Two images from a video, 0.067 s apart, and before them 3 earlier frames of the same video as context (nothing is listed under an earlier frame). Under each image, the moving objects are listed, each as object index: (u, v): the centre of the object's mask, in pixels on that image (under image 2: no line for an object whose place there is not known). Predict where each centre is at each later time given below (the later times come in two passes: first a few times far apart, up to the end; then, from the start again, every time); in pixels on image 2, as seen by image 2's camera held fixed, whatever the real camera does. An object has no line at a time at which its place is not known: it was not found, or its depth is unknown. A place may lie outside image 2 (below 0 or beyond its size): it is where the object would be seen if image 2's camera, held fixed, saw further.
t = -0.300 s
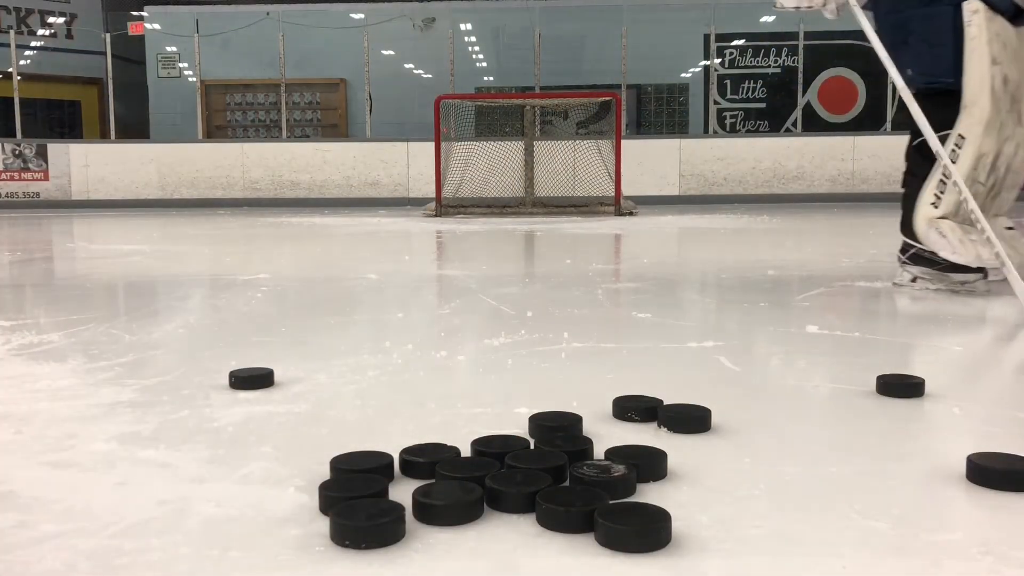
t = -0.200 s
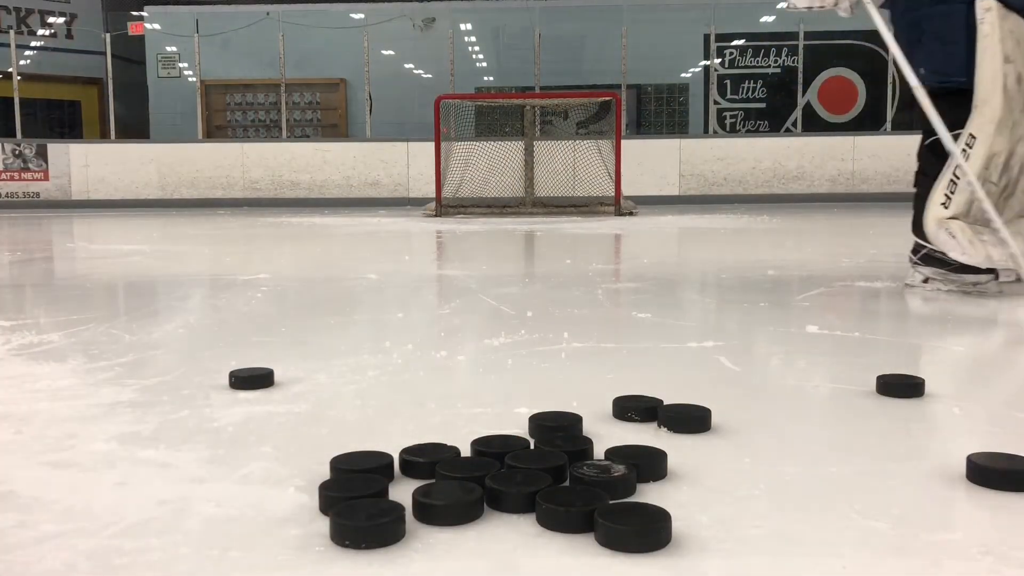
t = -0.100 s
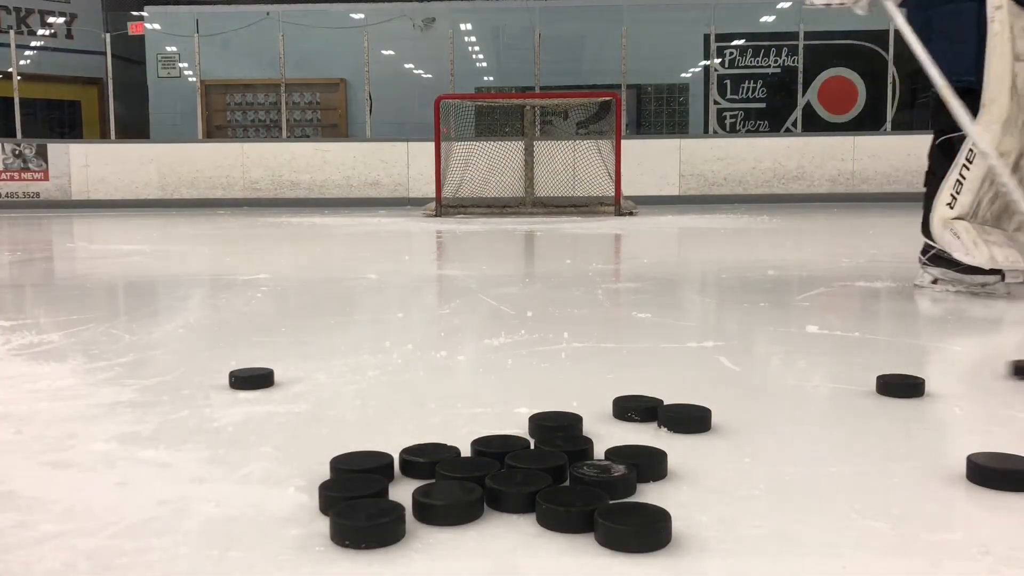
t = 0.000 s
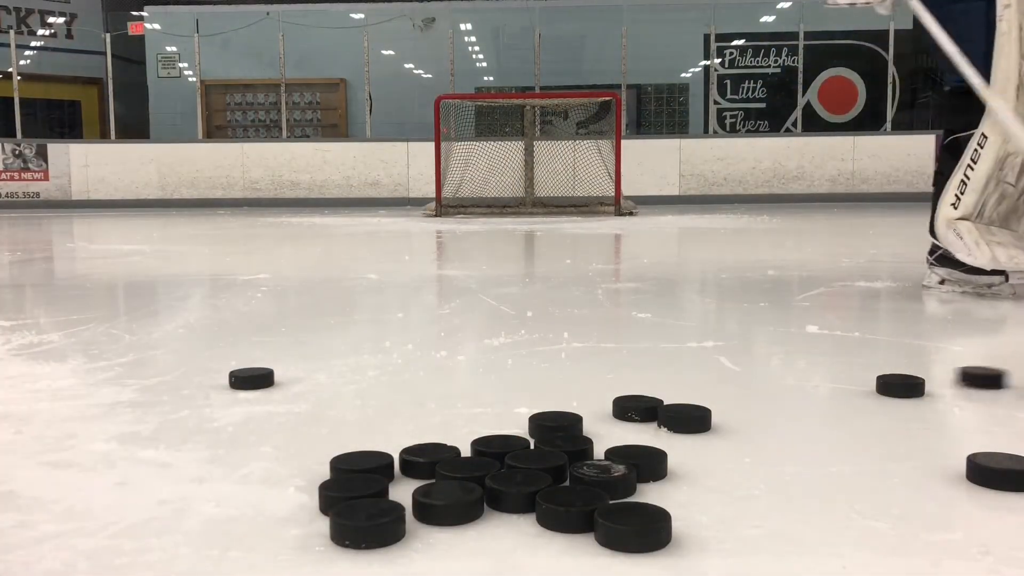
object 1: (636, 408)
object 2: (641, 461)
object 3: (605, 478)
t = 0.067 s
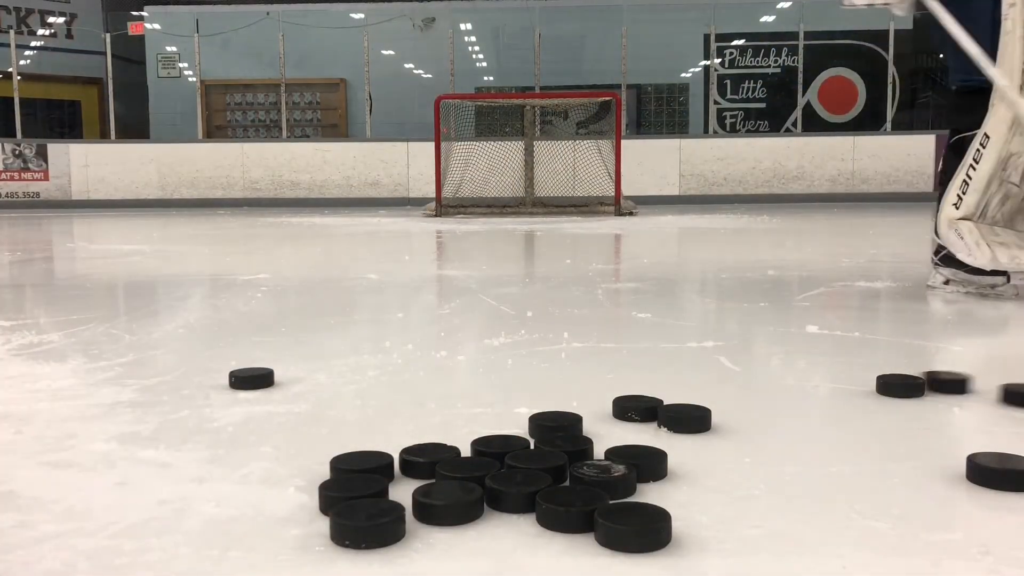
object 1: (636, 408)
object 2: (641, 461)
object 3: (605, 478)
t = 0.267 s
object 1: (636, 408)
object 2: (641, 461)
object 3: (605, 478)
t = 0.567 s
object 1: (636, 408)
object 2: (641, 461)
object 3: (605, 478)
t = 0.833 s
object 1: (628, 409)
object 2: (641, 461)
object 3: (605, 478)
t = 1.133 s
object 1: (624, 410)
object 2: (621, 461)
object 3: (588, 479)
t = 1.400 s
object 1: (624, 410)
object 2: (618, 458)
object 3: (588, 479)
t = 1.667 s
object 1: (624, 410)
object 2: (619, 457)
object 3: (588, 478)
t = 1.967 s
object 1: (624, 410)
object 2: (618, 457)
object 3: (588, 479)
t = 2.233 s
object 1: (624, 410)
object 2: (619, 457)
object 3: (588, 478)
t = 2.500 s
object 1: (624, 410)
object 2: (618, 457)
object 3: (588, 478)
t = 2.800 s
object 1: (624, 410)
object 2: (619, 457)
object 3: (588, 479)
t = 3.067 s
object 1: (624, 410)
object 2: (619, 457)
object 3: (588, 478)
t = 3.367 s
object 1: (624, 410)
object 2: (619, 457)
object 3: (588, 478)
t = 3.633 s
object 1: (624, 410)
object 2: (619, 457)
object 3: (588, 478)
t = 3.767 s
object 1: (624, 410)
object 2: (619, 457)
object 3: (588, 478)
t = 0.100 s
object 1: (636, 408)
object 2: (641, 461)
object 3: (605, 478)
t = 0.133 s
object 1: (636, 408)
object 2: (641, 461)
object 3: (605, 478)
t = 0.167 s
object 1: (636, 408)
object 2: (641, 461)
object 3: (605, 478)
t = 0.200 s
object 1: (636, 408)
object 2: (641, 461)
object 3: (605, 478)
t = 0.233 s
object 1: (636, 408)
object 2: (641, 461)
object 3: (605, 478)
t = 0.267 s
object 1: (636, 408)
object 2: (641, 461)
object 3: (605, 478)
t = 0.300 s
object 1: (636, 408)
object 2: (641, 461)
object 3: (605, 478)
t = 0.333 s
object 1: (636, 408)
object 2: (641, 461)
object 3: (605, 478)
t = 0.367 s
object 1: (636, 408)
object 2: (641, 461)
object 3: (605, 478)
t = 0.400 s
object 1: (636, 408)
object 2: (641, 461)
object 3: (605, 478)
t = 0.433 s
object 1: (636, 408)
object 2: (641, 461)
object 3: (605, 478)
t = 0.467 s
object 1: (636, 408)
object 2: (641, 461)
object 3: (605, 478)
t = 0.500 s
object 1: (636, 408)
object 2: (641, 461)
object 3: (605, 478)
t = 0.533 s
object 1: (636, 408)
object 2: (641, 461)
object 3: (605, 478)
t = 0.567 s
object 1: (636, 408)
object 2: (641, 461)
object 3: (605, 478)
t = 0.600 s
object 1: (636, 408)
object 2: (641, 461)
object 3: (605, 478)
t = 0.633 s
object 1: (636, 408)
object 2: (641, 461)
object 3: (605, 478)
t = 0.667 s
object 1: (636, 408)
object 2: (641, 461)
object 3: (605, 478)
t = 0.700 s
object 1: (636, 408)
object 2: (641, 461)
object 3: (605, 478)
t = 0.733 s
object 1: (635, 408)
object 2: (641, 461)
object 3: (605, 478)
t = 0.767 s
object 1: (633, 409)
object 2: (641, 461)
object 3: (605, 478)
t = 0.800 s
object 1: (631, 409)
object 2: (641, 461)
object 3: (605, 478)
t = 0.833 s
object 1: (628, 409)
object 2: (641, 461)
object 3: (605, 478)
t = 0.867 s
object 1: (626, 410)
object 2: (638, 461)
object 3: (605, 478)
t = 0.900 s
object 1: (625, 410)
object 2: (634, 461)
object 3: (600, 478)
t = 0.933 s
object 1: (625, 410)
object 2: (630, 461)
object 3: (596, 478)
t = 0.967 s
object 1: (624, 410)
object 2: (626, 461)
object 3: (592, 478)
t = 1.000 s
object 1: (624, 410)
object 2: (624, 461)
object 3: (590, 478)
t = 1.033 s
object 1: (624, 410)
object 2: (622, 461)
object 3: (588, 479)
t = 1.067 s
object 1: (624, 410)
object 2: (621, 461)
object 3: (588, 479)
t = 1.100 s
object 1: (624, 410)
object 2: (621, 461)
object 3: (588, 479)
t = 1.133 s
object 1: (624, 410)
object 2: (621, 461)
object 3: (588, 479)
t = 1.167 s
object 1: (624, 410)
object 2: (620, 460)
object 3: (588, 479)
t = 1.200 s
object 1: (624, 410)
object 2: (619, 459)
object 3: (588, 478)
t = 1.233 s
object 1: (624, 410)
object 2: (619, 459)
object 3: (588, 479)
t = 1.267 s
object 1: (624, 410)
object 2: (618, 458)
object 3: (588, 479)
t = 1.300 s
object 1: (624, 410)
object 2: (618, 458)
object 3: (588, 479)
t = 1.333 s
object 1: (624, 410)
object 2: (618, 458)
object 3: (588, 479)
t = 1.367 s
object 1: (624, 410)
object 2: (618, 457)
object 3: (588, 479)
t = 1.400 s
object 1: (624, 410)
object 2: (618, 458)
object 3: (588, 479)
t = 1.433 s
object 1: (624, 410)
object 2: (618, 458)
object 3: (588, 479)
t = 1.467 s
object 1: (624, 410)
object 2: (618, 458)
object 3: (588, 479)
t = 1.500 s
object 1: (624, 410)
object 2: (618, 458)
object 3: (588, 479)
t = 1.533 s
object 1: (624, 410)
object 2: (618, 457)
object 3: (588, 479)
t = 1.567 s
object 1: (624, 410)
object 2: (618, 457)
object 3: (588, 479)
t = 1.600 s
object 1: (624, 410)
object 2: (618, 457)
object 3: (588, 479)
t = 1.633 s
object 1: (624, 410)
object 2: (618, 457)
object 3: (588, 479)
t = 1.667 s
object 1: (624, 410)
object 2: (619, 457)
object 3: (588, 478)
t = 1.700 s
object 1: (624, 410)
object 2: (618, 457)
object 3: (588, 478)
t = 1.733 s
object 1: (624, 410)
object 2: (618, 457)
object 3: (588, 478)
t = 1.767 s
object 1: (624, 410)
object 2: (618, 458)
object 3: (588, 479)
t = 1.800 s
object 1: (624, 410)
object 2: (619, 457)
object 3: (588, 479)
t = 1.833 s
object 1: (624, 410)
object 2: (619, 457)
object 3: (588, 478)
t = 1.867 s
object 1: (624, 410)
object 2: (618, 457)
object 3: (588, 479)
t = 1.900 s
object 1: (624, 410)
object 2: (618, 457)
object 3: (588, 478)
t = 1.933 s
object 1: (624, 410)
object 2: (618, 457)
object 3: (588, 478)
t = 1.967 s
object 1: (624, 410)
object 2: (618, 457)
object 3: (588, 479)
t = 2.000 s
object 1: (624, 410)
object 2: (618, 458)
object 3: (588, 478)
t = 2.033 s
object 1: (624, 410)
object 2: (618, 457)
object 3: (588, 478)
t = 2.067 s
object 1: (624, 410)
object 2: (618, 458)
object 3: (588, 478)
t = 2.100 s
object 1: (624, 410)
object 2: (618, 457)
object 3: (588, 478)
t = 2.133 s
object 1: (624, 410)
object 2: (618, 457)
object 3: (588, 478)
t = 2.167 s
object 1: (624, 410)
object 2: (619, 457)
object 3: (588, 478)
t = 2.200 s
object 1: (624, 410)
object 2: (619, 457)
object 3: (588, 478)
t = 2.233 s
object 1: (624, 410)
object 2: (619, 457)
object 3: (588, 478)
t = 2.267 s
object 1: (624, 410)
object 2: (619, 457)
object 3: (588, 478)
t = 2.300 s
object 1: (624, 410)
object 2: (619, 457)
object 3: (588, 478)
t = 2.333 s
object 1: (624, 410)
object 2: (619, 457)
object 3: (588, 478)
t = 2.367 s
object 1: (624, 410)
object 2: (619, 457)
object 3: (588, 478)
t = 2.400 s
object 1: (624, 410)
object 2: (619, 457)
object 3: (588, 478)
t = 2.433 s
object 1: (624, 410)
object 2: (619, 457)
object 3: (588, 478)
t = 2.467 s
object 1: (624, 410)
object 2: (619, 457)
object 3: (588, 478)
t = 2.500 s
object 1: (624, 410)
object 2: (618, 457)
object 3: (588, 478)
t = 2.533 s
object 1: (624, 410)
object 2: (618, 457)
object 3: (588, 478)
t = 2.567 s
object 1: (624, 410)
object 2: (618, 457)
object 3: (588, 478)
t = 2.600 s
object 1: (624, 410)
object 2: (618, 457)
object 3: (588, 478)
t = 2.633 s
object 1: (624, 410)
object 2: (618, 457)
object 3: (588, 479)
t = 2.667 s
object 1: (624, 410)
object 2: (618, 457)
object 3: (588, 479)
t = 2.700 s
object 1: (624, 410)
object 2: (618, 457)
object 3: (588, 479)
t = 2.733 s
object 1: (624, 410)
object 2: (618, 457)
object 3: (588, 478)
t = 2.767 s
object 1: (624, 410)
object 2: (618, 457)
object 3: (588, 478)
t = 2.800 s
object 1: (624, 410)
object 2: (619, 457)
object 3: (588, 479)
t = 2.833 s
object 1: (624, 410)
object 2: (619, 457)
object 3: (588, 478)
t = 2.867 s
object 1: (624, 410)
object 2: (619, 457)
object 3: (588, 478)
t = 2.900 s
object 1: (624, 410)
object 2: (619, 457)
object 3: (588, 479)
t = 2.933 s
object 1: (624, 410)
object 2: (619, 457)
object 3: (588, 478)
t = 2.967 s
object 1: (624, 410)
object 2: (619, 457)
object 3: (588, 478)
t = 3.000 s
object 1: (624, 410)
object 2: (619, 457)
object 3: (588, 478)
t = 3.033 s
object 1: (624, 410)
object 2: (619, 457)
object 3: (588, 478)
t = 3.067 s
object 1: (624, 410)
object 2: (619, 457)
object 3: (588, 478)
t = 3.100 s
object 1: (624, 410)
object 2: (619, 457)
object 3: (588, 478)
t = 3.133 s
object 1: (624, 410)
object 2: (619, 457)
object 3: (588, 478)
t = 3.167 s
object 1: (624, 410)
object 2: (618, 457)
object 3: (588, 478)
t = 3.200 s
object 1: (624, 410)
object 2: (619, 457)
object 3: (588, 478)
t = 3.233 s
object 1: (624, 410)
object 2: (619, 457)
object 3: (588, 478)
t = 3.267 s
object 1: (624, 410)
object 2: (618, 457)
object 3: (588, 478)
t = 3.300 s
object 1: (624, 410)
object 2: (619, 457)
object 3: (588, 478)
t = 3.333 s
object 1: (624, 410)
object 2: (619, 457)
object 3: (588, 478)
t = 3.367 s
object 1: (624, 410)
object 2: (619, 457)
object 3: (588, 478)
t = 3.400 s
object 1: (624, 410)
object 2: (619, 457)
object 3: (588, 478)
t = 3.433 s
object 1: (624, 410)
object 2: (619, 457)
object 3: (588, 478)
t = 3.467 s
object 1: (624, 410)
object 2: (619, 457)
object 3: (588, 478)
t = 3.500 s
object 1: (624, 410)
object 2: (619, 457)
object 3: (588, 478)
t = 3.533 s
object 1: (624, 410)
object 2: (619, 457)
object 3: (588, 478)
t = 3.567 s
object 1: (624, 410)
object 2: (619, 457)
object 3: (588, 478)
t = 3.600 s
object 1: (624, 410)
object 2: (618, 457)
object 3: (588, 478)
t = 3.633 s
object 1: (624, 410)
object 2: (619, 457)
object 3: (588, 478)
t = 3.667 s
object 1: (624, 410)
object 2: (619, 457)
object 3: (588, 478)
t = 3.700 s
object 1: (624, 410)
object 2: (619, 457)
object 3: (588, 478)
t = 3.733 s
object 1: (624, 410)
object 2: (619, 457)
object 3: (588, 478)
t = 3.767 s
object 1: (624, 410)
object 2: (619, 457)
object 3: (588, 478)
